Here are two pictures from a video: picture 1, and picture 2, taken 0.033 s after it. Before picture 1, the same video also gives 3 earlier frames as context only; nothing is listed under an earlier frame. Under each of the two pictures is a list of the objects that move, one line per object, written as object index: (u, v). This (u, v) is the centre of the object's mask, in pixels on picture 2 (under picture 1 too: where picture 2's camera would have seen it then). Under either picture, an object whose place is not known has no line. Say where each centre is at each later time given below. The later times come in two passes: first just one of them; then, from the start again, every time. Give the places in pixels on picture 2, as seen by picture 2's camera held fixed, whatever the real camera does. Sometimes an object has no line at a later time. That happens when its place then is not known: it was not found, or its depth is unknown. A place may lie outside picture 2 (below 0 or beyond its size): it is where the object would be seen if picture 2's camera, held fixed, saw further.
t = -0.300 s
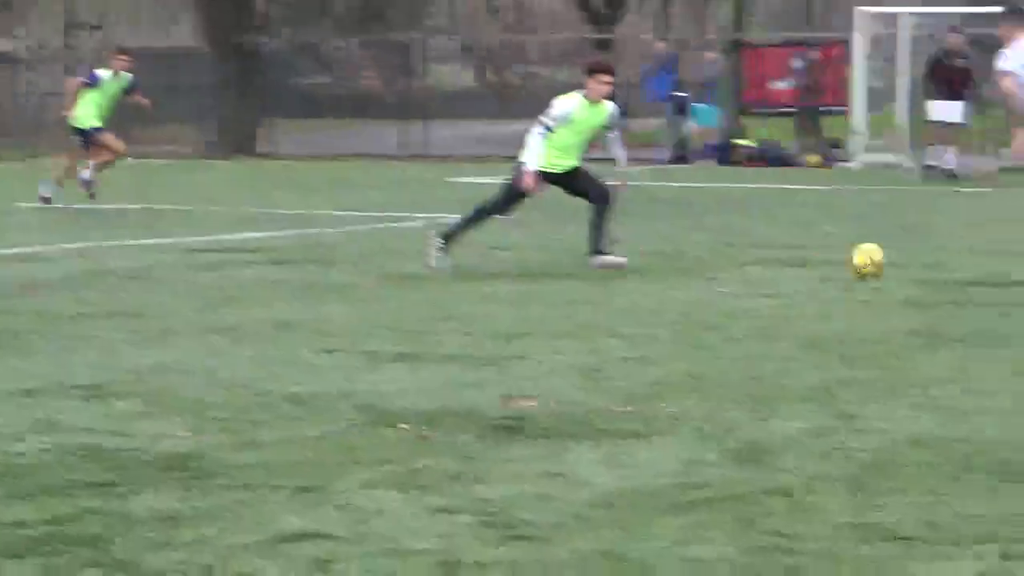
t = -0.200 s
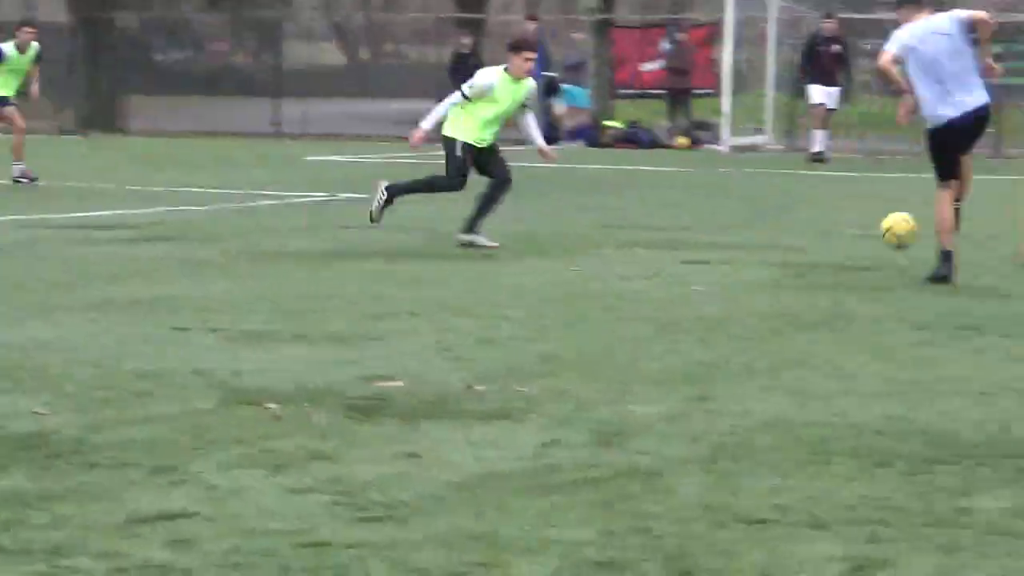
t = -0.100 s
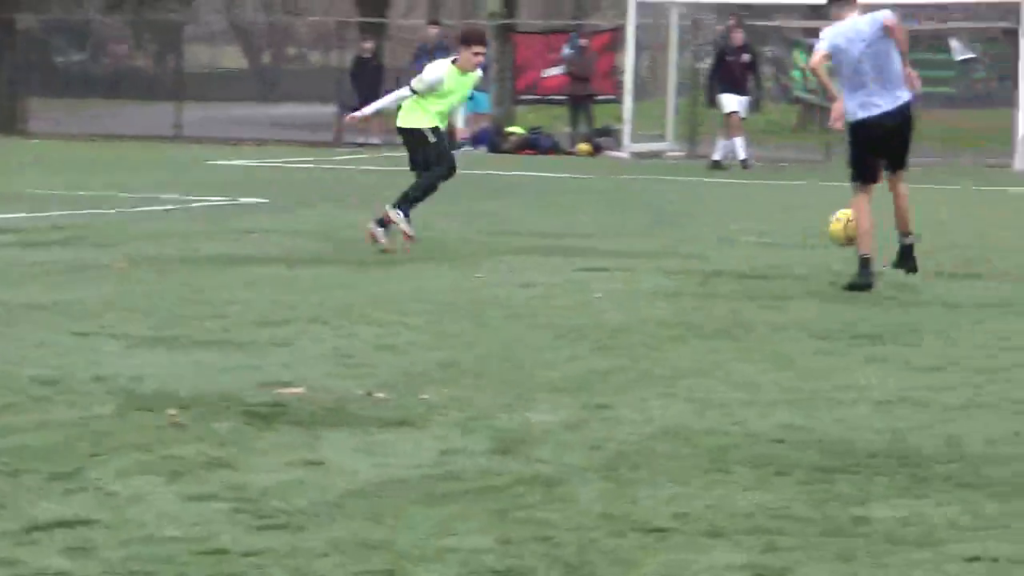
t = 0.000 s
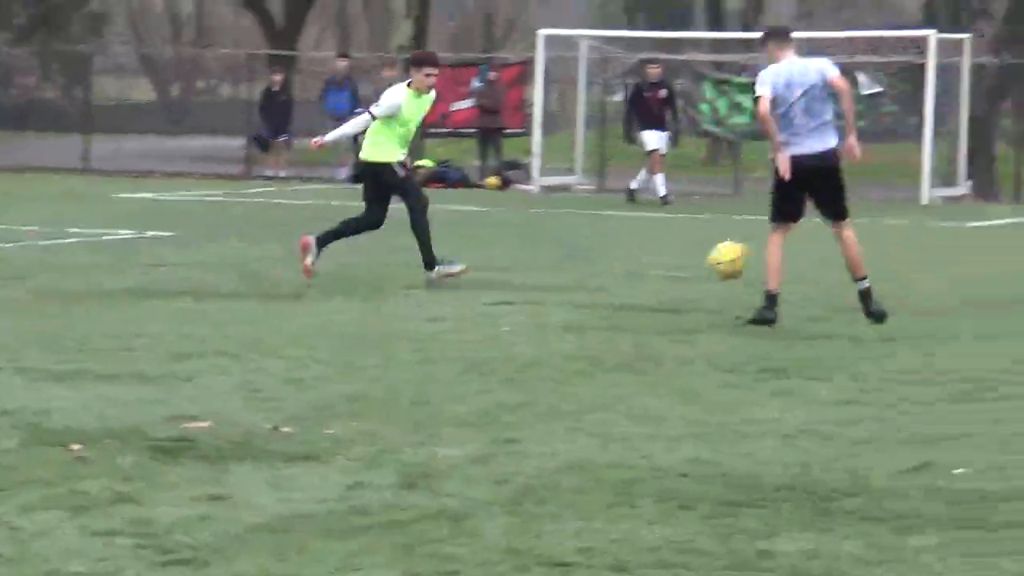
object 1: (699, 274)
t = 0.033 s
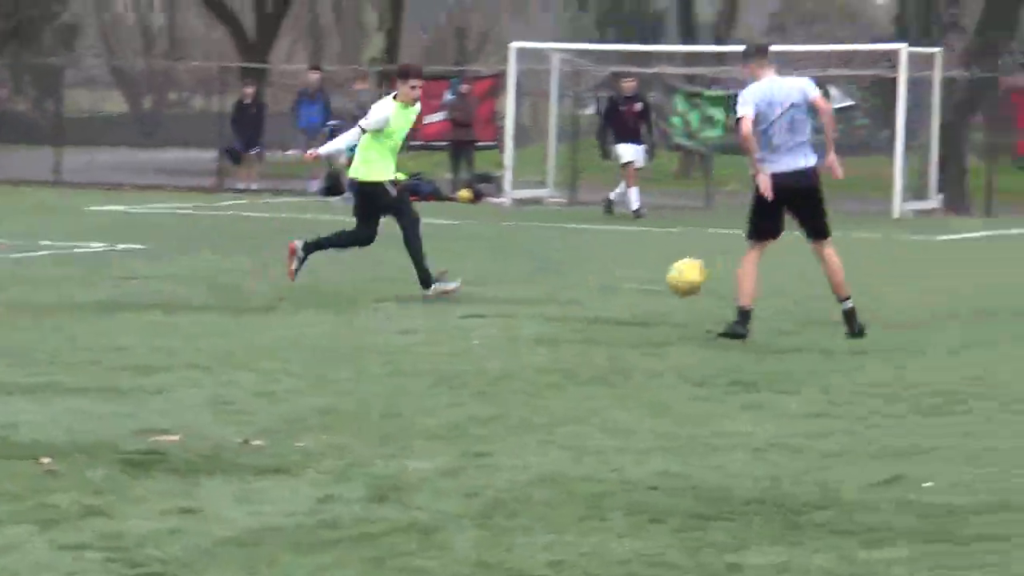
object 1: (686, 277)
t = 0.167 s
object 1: (638, 306)
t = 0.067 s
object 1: (674, 281)
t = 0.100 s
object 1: (664, 287)
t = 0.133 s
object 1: (650, 295)
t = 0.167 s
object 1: (638, 306)
